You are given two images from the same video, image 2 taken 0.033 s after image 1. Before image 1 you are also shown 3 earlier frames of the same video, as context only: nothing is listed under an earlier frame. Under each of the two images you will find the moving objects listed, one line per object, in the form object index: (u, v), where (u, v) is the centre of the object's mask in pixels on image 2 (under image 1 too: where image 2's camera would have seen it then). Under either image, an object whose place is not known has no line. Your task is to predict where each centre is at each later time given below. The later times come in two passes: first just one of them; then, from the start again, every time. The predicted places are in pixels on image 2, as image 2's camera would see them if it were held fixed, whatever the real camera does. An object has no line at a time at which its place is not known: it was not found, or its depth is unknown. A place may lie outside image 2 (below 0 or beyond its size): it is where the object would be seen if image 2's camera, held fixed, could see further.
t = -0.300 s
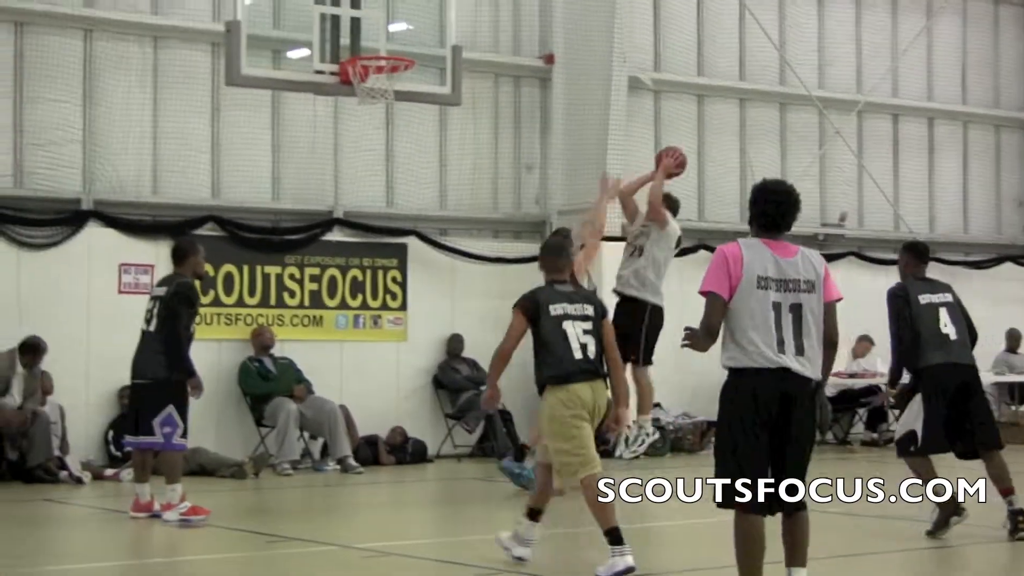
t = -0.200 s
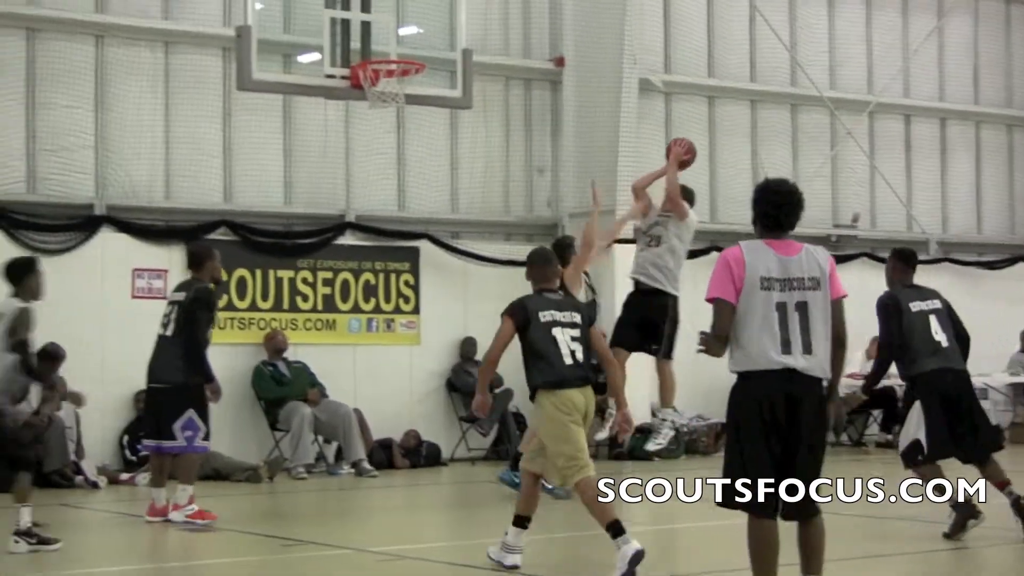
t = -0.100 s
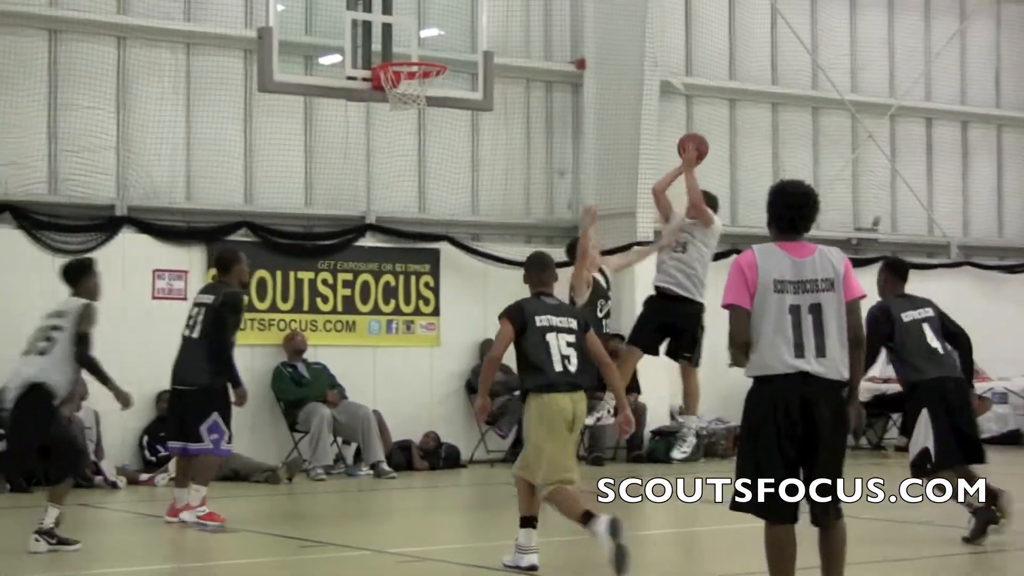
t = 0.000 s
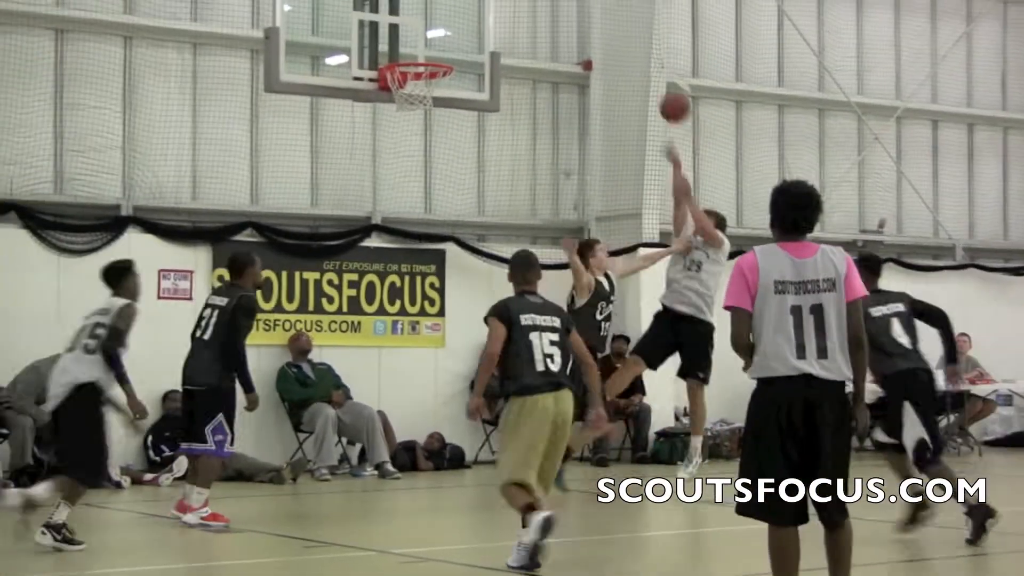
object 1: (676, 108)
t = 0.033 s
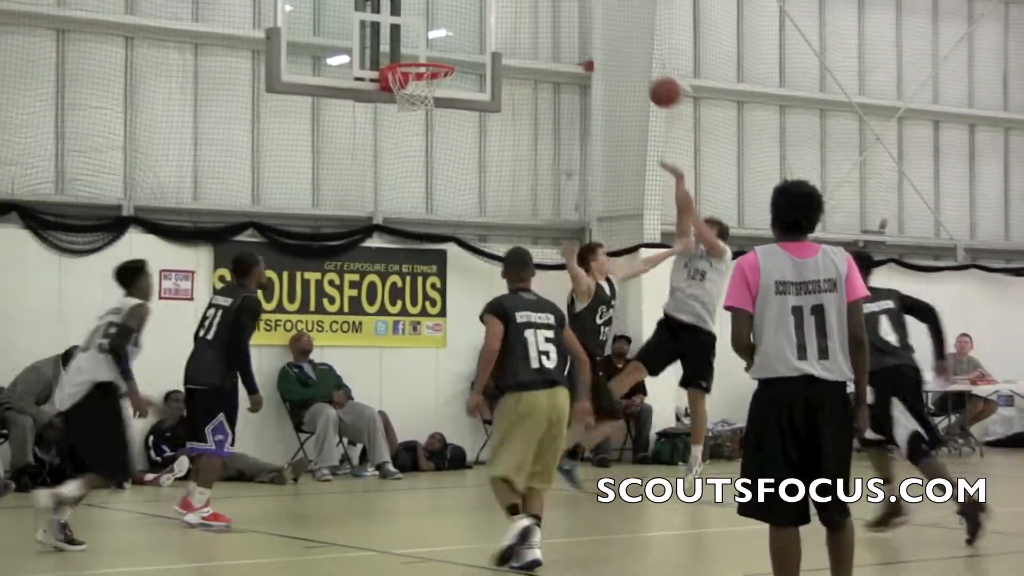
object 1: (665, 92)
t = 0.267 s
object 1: (582, 19)
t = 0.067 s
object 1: (653, 78)
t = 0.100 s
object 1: (641, 65)
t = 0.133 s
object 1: (630, 53)
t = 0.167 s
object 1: (618, 43)
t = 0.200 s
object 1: (607, 33)
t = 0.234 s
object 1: (594, 25)
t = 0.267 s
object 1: (582, 19)
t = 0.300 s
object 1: (571, 14)
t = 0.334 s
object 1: (558, 11)
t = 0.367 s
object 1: (546, 10)
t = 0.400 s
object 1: (534, 9)
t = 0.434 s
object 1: (522, 8)
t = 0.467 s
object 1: (509, 9)
